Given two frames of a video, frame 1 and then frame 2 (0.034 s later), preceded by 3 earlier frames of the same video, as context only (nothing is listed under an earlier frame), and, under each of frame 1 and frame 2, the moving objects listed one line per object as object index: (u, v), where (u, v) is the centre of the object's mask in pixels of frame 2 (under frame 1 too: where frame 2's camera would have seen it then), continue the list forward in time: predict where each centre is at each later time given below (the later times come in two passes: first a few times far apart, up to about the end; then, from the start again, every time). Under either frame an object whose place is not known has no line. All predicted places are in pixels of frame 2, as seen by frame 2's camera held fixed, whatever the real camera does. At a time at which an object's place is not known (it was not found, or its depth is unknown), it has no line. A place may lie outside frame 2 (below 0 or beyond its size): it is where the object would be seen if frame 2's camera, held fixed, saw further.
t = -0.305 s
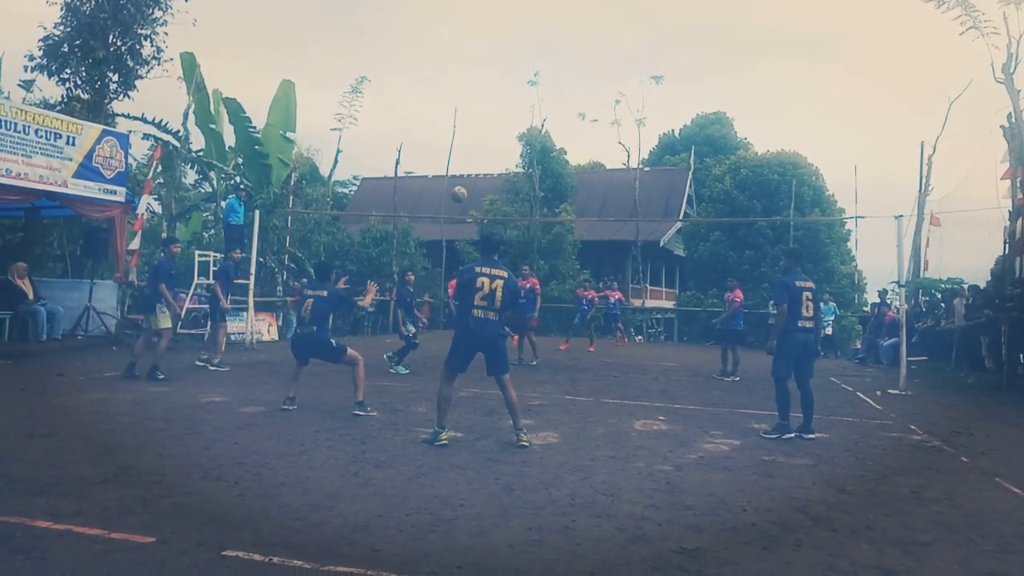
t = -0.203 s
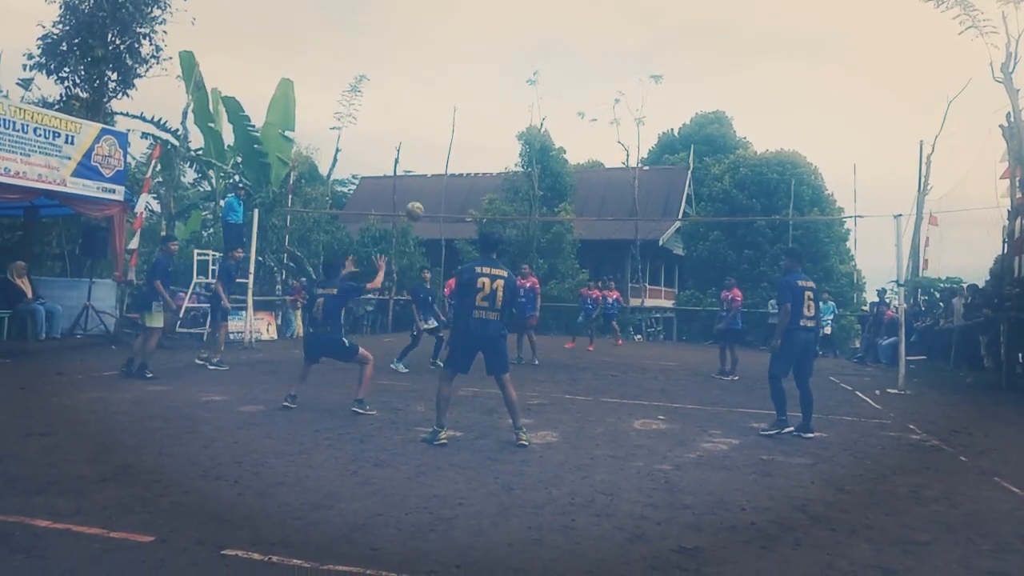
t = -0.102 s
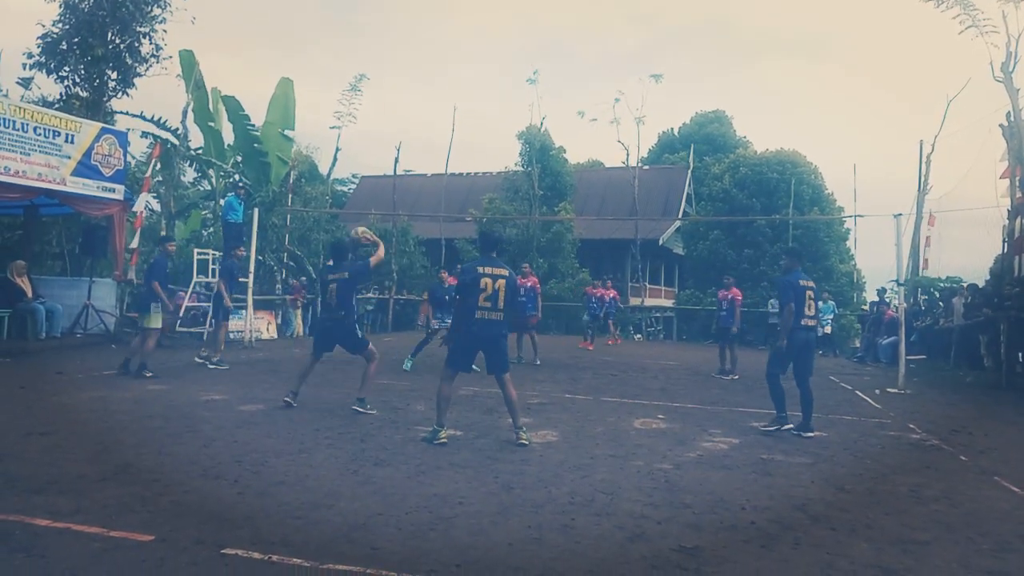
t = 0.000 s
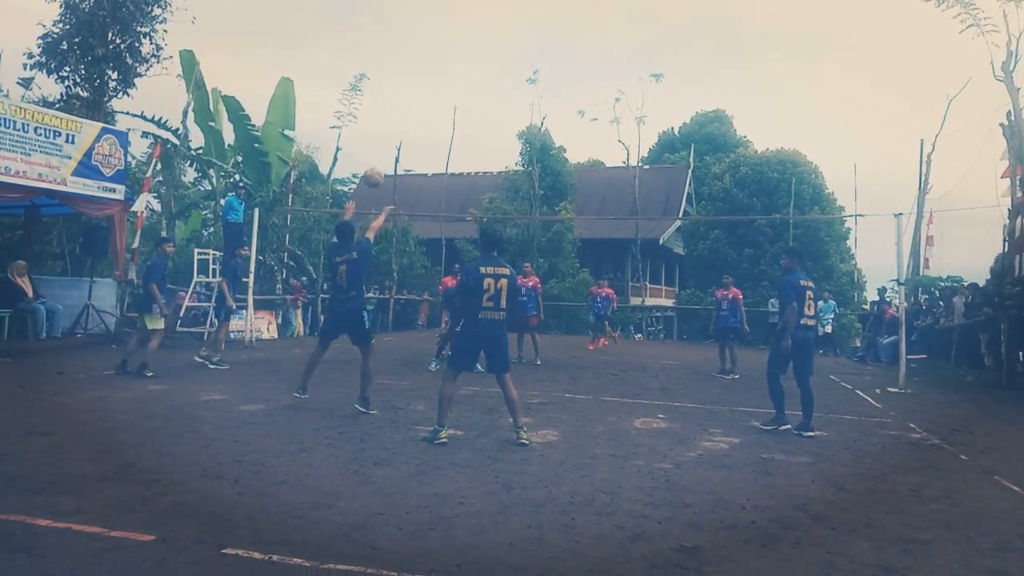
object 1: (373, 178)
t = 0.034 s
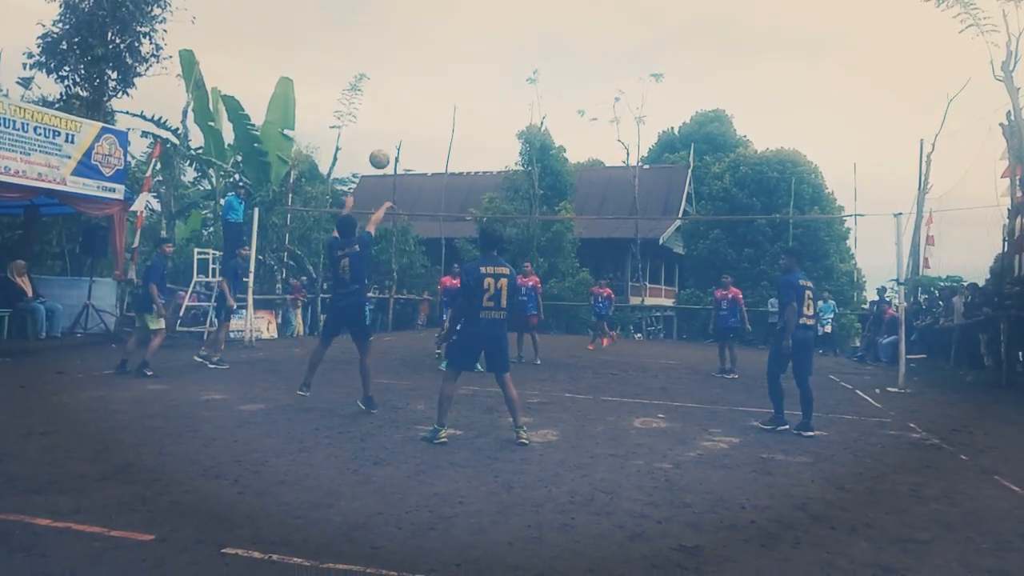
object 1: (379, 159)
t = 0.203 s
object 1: (408, 88)
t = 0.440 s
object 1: (440, 41)
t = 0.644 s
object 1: (462, 43)
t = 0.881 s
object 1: (483, 84)
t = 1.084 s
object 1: (497, 150)
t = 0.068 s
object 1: (385, 142)
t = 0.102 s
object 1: (391, 127)
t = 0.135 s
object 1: (397, 112)
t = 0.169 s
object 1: (402, 100)
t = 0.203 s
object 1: (408, 88)
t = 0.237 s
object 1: (413, 78)
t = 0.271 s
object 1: (417, 69)
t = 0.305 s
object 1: (422, 61)
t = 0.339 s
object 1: (427, 55)
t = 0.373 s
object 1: (431, 49)
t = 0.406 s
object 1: (436, 45)
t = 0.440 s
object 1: (440, 41)
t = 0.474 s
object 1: (444, 39)
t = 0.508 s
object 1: (448, 38)
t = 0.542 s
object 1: (452, 38)
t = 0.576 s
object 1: (455, 39)
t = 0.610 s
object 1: (459, 40)
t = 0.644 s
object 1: (462, 43)
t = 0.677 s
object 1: (466, 46)
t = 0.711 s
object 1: (469, 51)
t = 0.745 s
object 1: (472, 55)
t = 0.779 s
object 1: (475, 62)
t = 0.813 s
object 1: (478, 68)
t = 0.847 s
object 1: (480, 76)
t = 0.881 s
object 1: (483, 84)
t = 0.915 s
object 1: (486, 94)
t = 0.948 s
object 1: (488, 103)
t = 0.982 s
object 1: (490, 114)
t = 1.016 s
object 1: (493, 125)
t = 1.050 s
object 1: (495, 137)
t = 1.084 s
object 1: (497, 150)
